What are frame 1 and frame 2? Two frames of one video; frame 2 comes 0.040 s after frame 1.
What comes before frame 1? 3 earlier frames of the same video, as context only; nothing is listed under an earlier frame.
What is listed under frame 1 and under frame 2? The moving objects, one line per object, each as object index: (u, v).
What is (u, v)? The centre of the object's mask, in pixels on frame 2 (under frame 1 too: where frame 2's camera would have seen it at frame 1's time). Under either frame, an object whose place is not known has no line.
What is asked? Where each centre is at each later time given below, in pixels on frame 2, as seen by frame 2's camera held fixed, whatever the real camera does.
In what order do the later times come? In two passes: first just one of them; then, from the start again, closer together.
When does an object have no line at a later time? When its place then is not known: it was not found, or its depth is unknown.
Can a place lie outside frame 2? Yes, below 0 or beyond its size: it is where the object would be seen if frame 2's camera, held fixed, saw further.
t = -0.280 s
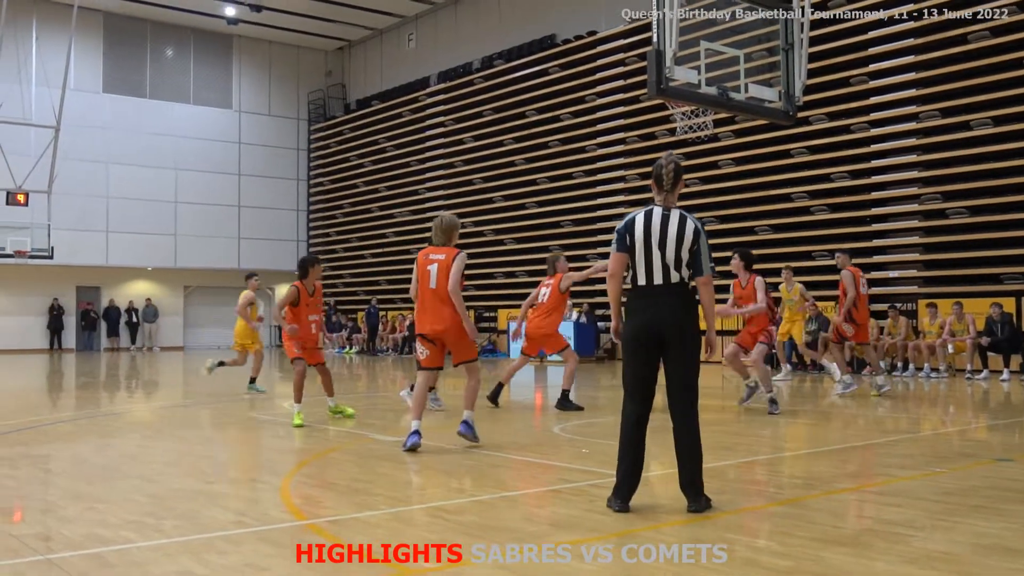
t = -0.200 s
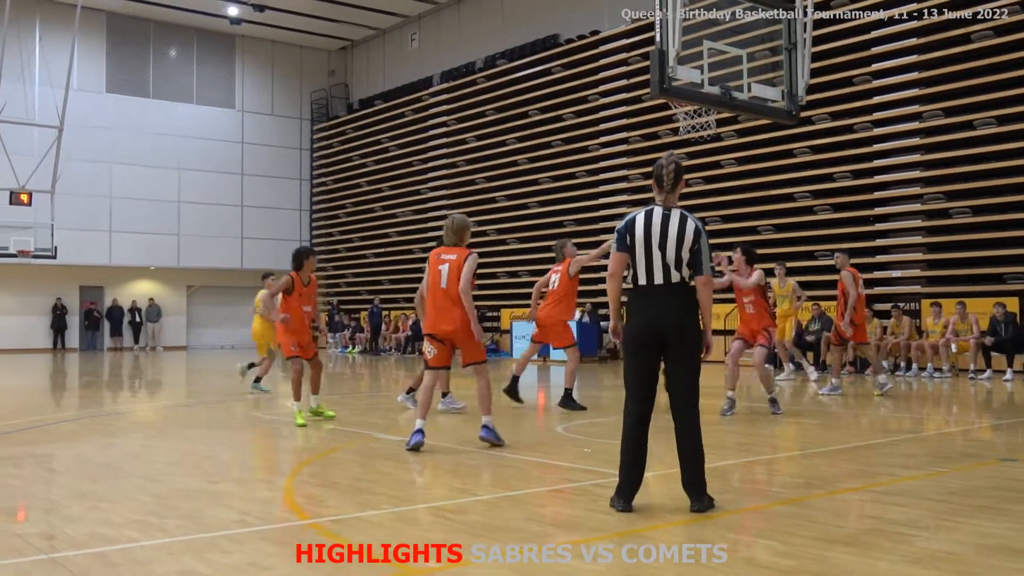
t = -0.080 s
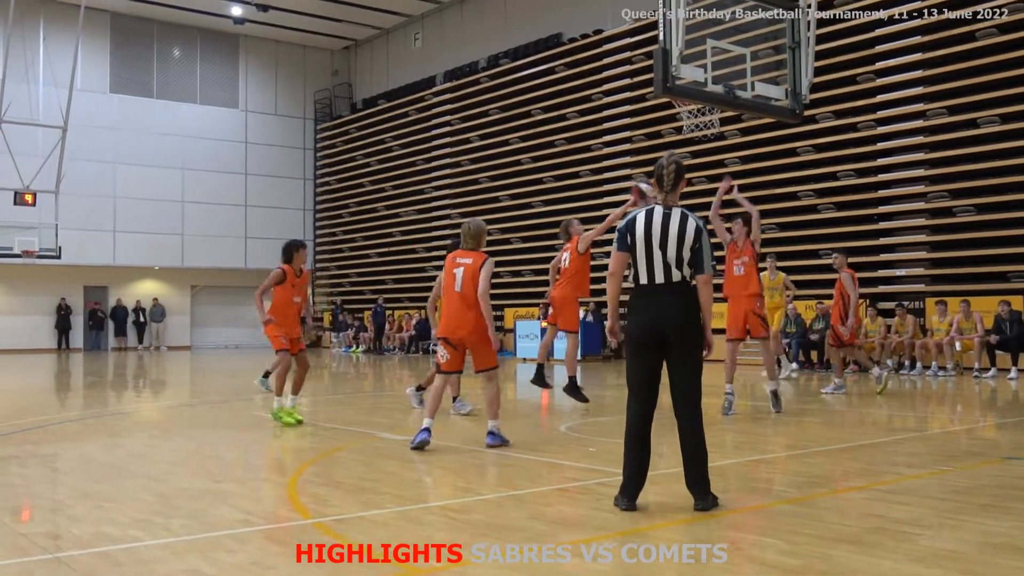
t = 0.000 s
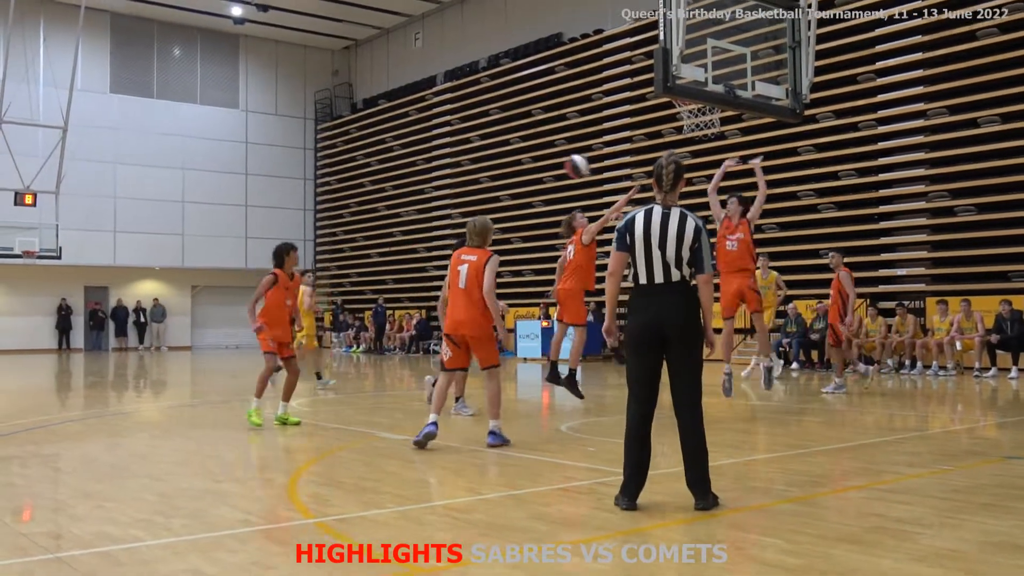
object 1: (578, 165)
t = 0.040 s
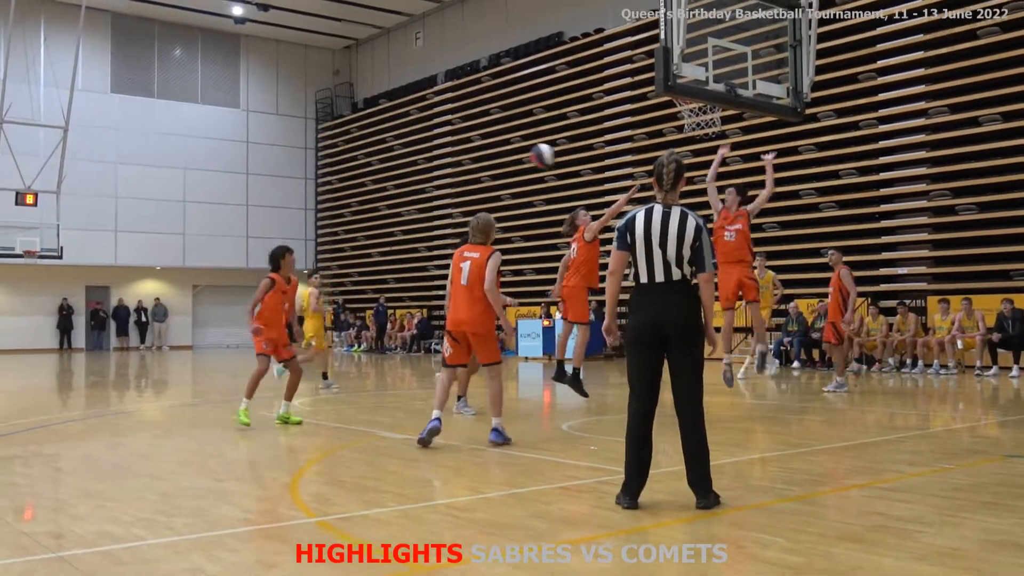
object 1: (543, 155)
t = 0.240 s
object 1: (338, 127)
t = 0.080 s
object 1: (506, 147)
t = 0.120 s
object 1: (467, 139)
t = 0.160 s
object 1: (426, 134)
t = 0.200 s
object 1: (384, 129)
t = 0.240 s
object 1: (338, 127)
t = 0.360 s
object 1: (182, 134)
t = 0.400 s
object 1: (122, 137)
